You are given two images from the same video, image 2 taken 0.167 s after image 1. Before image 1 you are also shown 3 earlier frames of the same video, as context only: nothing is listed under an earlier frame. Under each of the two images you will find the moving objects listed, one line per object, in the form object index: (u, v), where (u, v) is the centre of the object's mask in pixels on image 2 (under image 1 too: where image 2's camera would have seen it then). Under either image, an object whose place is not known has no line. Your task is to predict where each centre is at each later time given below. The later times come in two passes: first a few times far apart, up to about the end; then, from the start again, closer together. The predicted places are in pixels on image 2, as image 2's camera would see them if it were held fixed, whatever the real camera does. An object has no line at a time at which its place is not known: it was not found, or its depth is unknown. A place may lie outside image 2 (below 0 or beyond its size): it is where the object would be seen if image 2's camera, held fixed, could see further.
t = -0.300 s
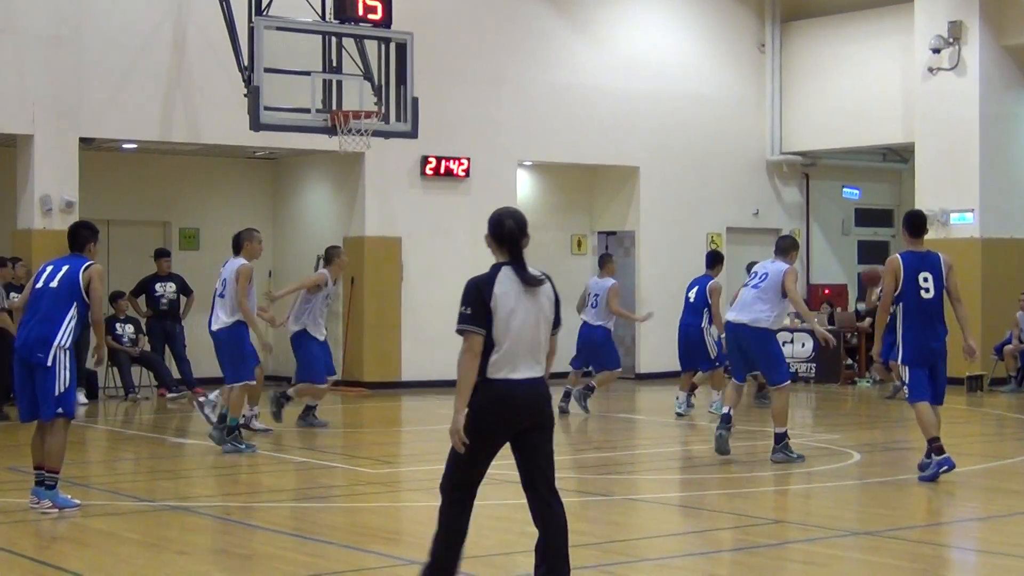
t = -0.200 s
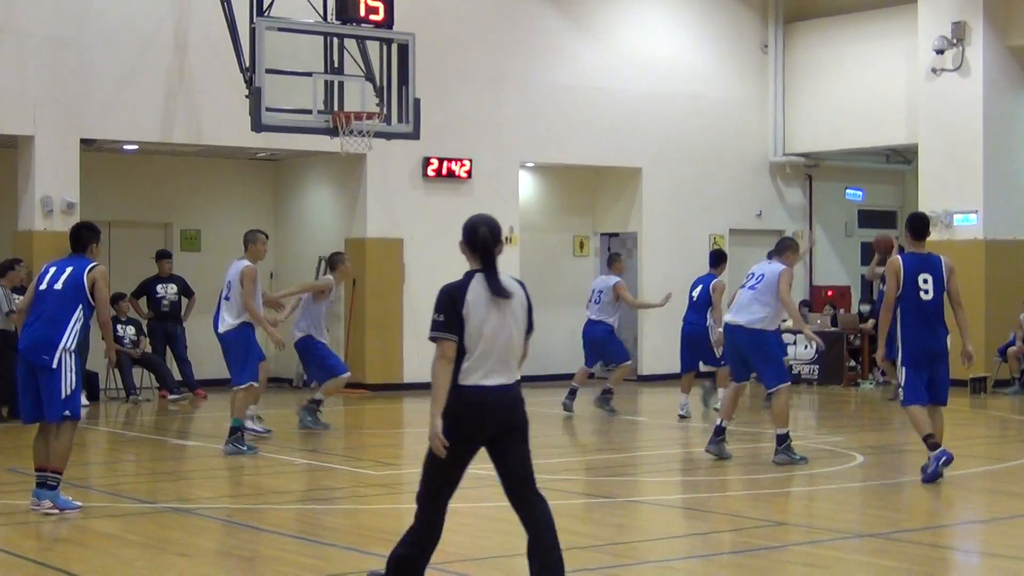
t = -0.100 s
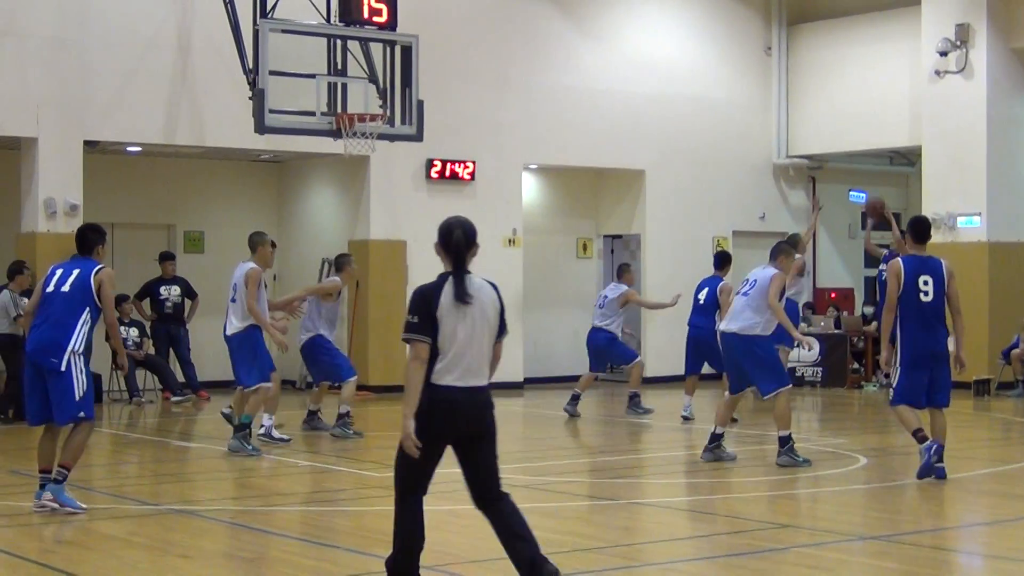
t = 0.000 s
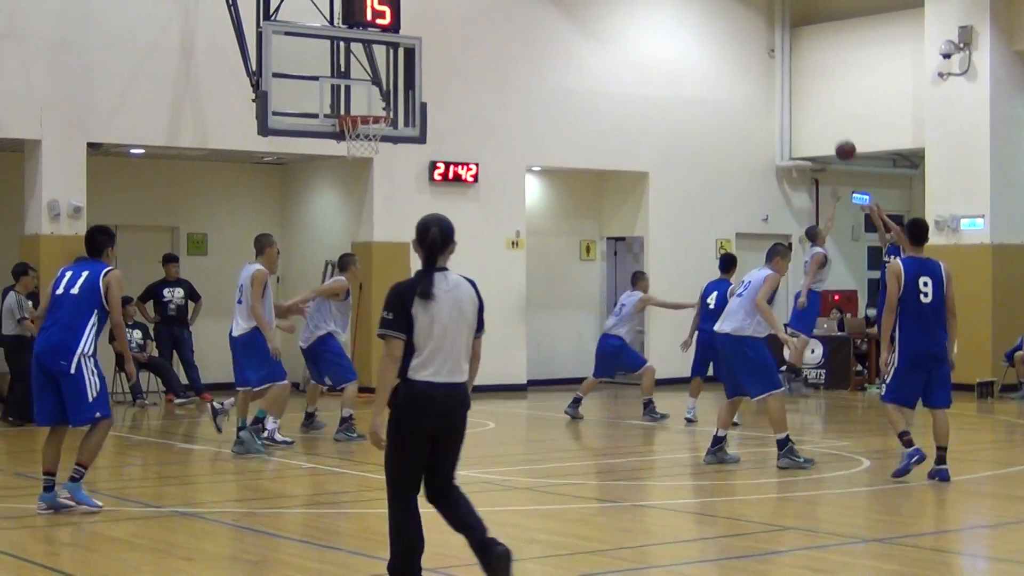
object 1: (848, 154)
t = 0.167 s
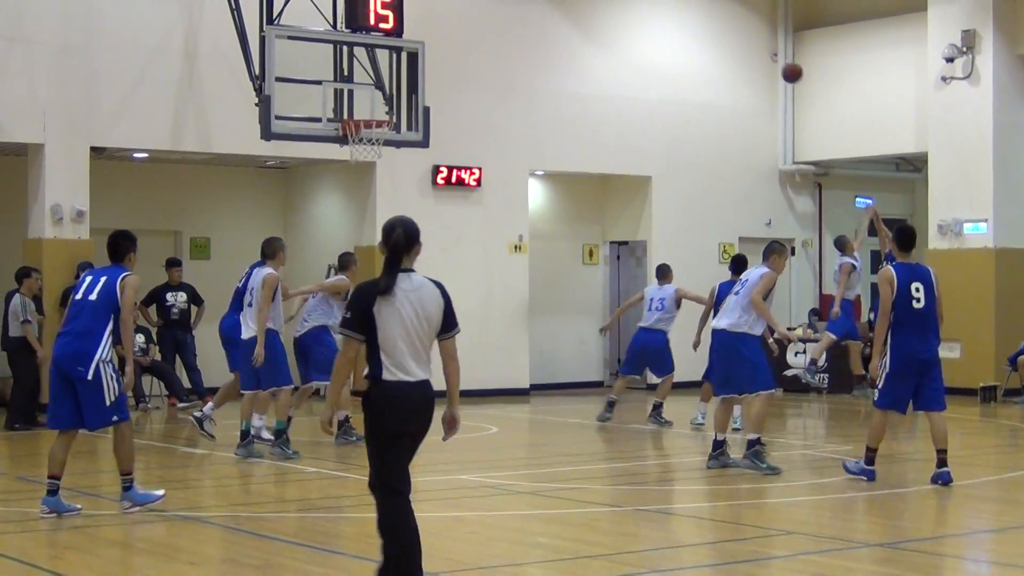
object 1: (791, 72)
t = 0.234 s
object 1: (769, 47)
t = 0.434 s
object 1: (699, -4)
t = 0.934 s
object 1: (513, -7)
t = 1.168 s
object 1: (420, 77)
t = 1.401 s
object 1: (406, 54)
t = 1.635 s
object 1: (428, 7)
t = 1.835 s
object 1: (447, 9)
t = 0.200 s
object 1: (780, 59)
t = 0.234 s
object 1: (769, 47)
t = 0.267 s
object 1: (757, 35)
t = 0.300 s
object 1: (746, 23)
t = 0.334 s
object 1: (734, 13)
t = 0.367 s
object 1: (722, 4)
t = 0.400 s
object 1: (710, 0)
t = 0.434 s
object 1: (699, -4)
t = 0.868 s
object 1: (538, -13)
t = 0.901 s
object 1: (526, -11)
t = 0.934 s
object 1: (513, -7)
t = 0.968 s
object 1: (500, 3)
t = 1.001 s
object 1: (487, 12)
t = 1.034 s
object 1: (474, 23)
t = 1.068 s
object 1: (461, 35)
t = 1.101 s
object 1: (448, 48)
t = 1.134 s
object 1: (435, 63)
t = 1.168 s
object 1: (420, 77)
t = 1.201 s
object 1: (407, 93)
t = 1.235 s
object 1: (393, 111)
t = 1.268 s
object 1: (393, 104)
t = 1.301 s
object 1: (397, 89)
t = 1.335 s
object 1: (400, 76)
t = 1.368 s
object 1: (402, 64)
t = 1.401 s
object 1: (406, 54)
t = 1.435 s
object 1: (409, 43)
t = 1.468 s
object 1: (412, 34)
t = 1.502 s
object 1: (416, 27)
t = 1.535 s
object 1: (419, 21)
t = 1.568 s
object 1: (422, 15)
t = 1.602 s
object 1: (425, 10)
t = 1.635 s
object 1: (428, 7)
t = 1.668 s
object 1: (432, 5)
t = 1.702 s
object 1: (435, 3)
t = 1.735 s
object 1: (438, 3)
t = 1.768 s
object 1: (441, 4)
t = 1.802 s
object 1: (444, 6)
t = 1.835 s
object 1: (447, 9)
